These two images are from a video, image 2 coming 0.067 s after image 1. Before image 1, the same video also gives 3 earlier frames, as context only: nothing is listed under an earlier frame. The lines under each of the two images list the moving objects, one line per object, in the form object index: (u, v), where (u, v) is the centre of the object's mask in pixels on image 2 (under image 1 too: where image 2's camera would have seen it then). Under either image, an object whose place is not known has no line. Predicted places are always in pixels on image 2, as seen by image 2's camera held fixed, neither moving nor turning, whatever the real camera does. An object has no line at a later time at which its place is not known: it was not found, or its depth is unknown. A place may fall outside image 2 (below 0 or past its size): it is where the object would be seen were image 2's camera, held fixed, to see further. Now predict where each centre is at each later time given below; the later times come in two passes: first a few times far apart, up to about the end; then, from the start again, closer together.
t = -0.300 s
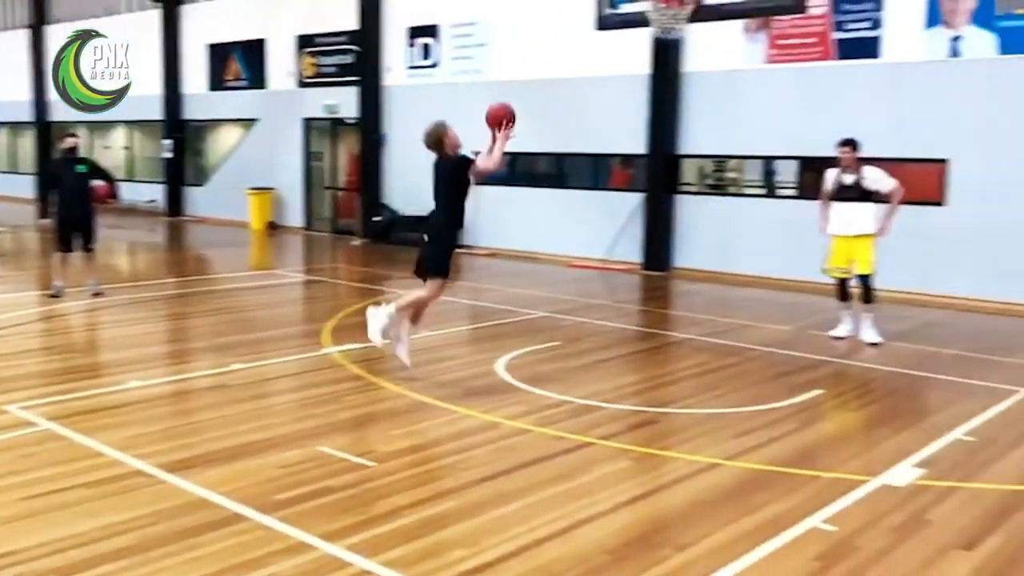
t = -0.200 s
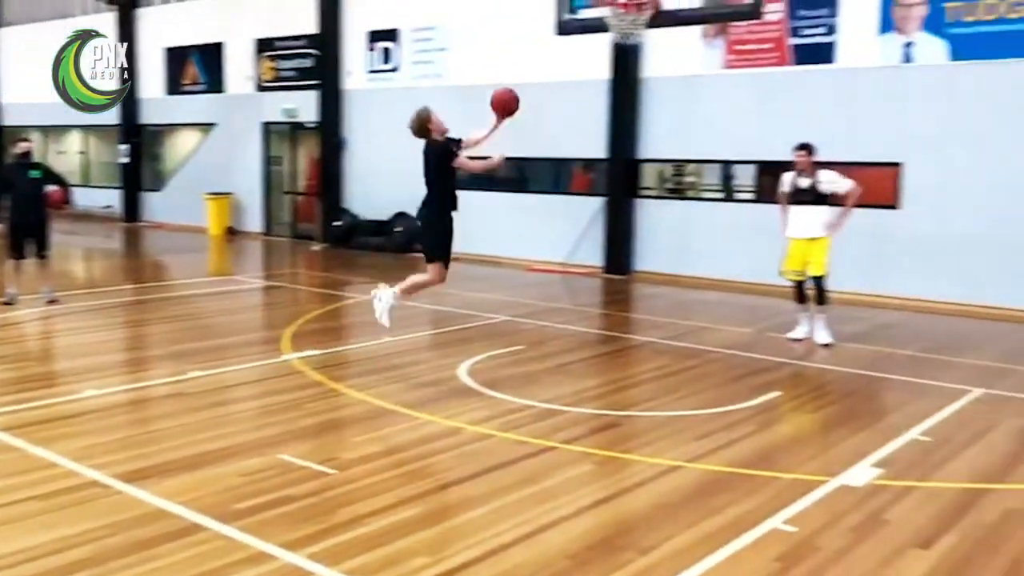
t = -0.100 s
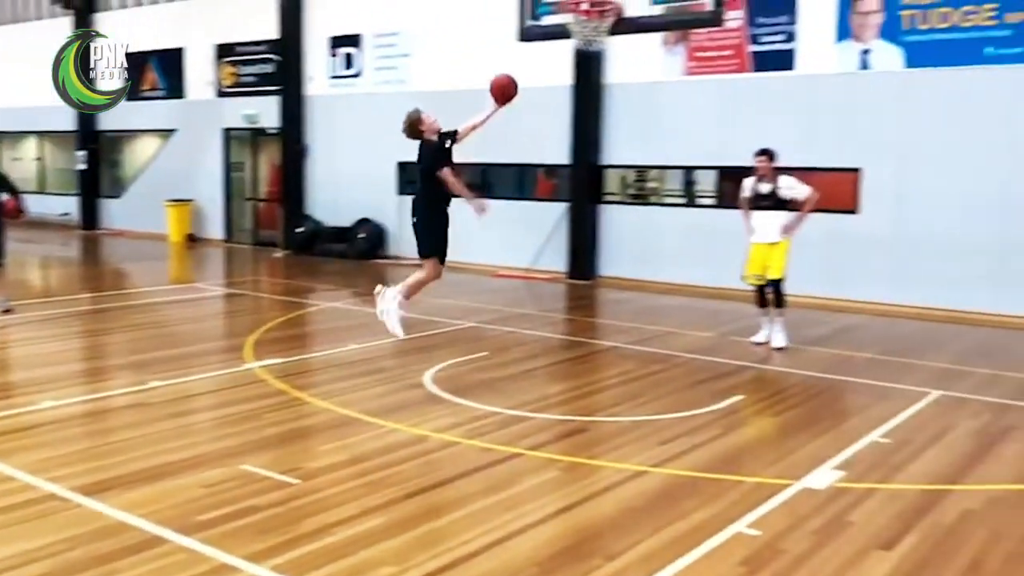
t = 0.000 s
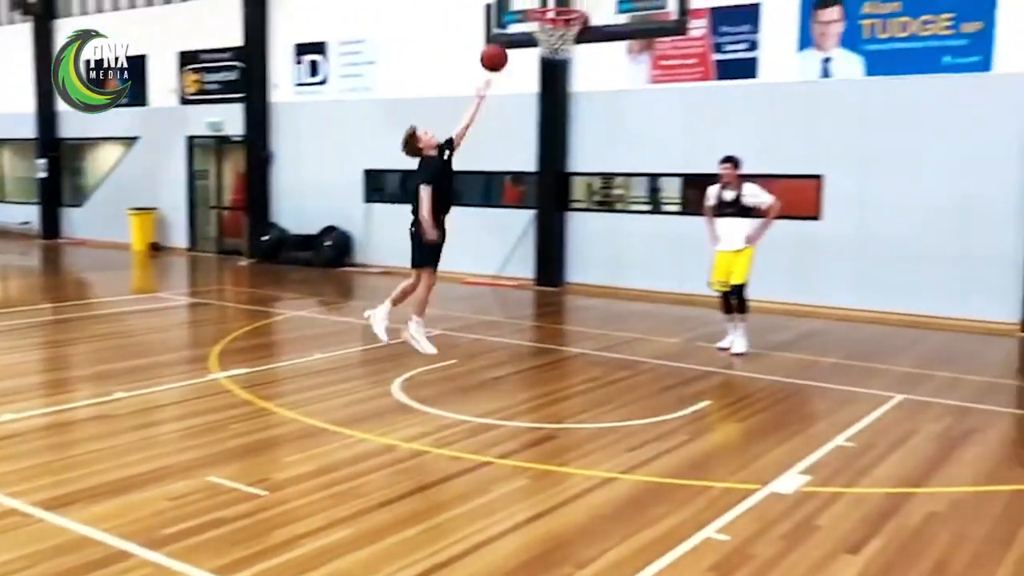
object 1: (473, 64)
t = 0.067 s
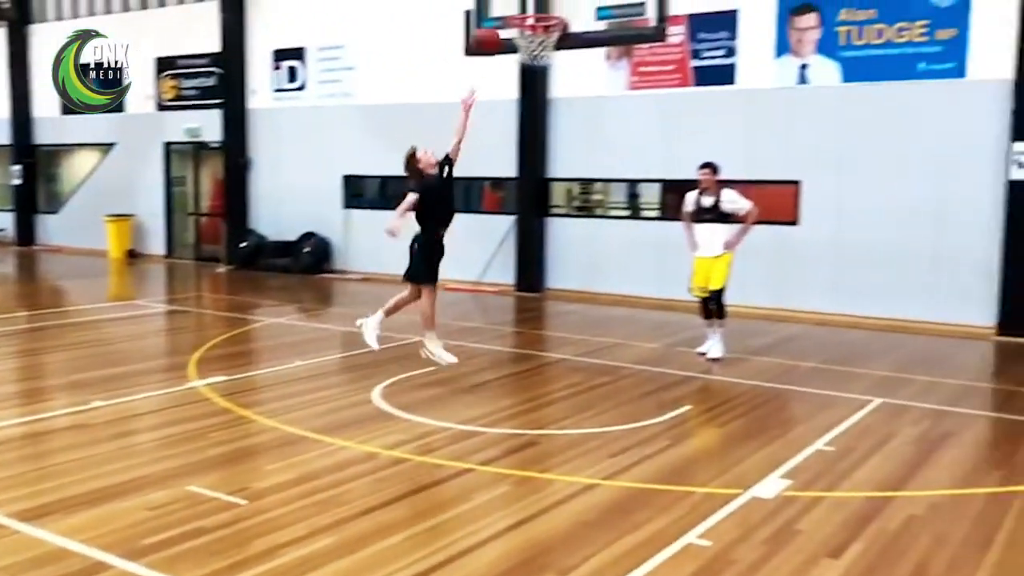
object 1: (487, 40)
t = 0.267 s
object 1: (516, 1)
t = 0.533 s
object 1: (518, 6)
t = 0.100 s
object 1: (493, 32)
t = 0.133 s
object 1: (498, 23)
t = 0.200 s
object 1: (512, 8)
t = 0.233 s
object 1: (516, 4)
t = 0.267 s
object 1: (516, 1)
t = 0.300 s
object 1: (517, -2)
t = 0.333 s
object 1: (517, -4)
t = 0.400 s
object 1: (518, -4)
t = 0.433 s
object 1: (519, -3)
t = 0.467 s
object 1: (518, -1)
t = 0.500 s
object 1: (519, 3)
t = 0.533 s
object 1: (518, 6)
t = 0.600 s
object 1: (528, 7)
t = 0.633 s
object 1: (532, 8)
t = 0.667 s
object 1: (536, 11)
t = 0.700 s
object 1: (543, 27)
